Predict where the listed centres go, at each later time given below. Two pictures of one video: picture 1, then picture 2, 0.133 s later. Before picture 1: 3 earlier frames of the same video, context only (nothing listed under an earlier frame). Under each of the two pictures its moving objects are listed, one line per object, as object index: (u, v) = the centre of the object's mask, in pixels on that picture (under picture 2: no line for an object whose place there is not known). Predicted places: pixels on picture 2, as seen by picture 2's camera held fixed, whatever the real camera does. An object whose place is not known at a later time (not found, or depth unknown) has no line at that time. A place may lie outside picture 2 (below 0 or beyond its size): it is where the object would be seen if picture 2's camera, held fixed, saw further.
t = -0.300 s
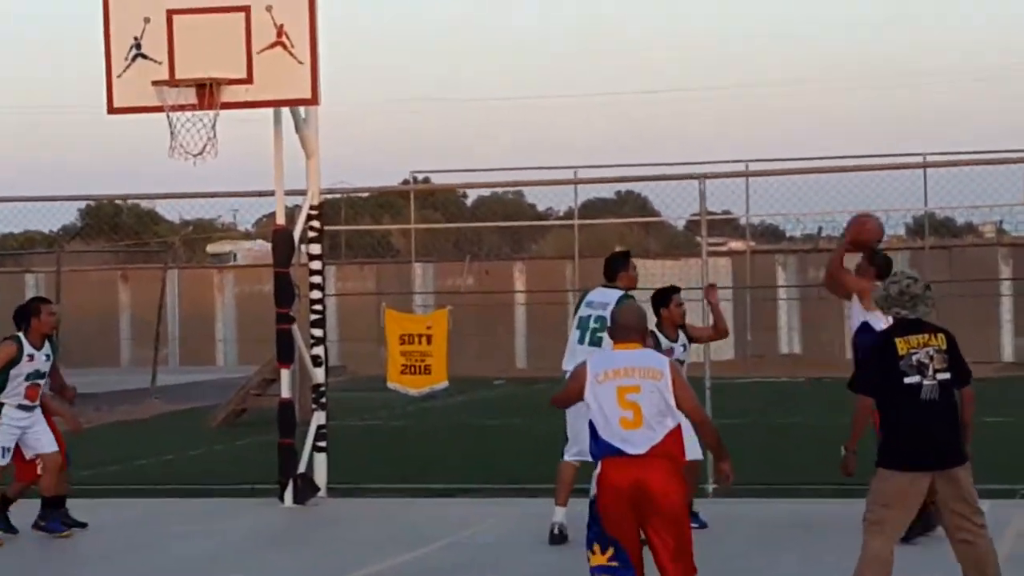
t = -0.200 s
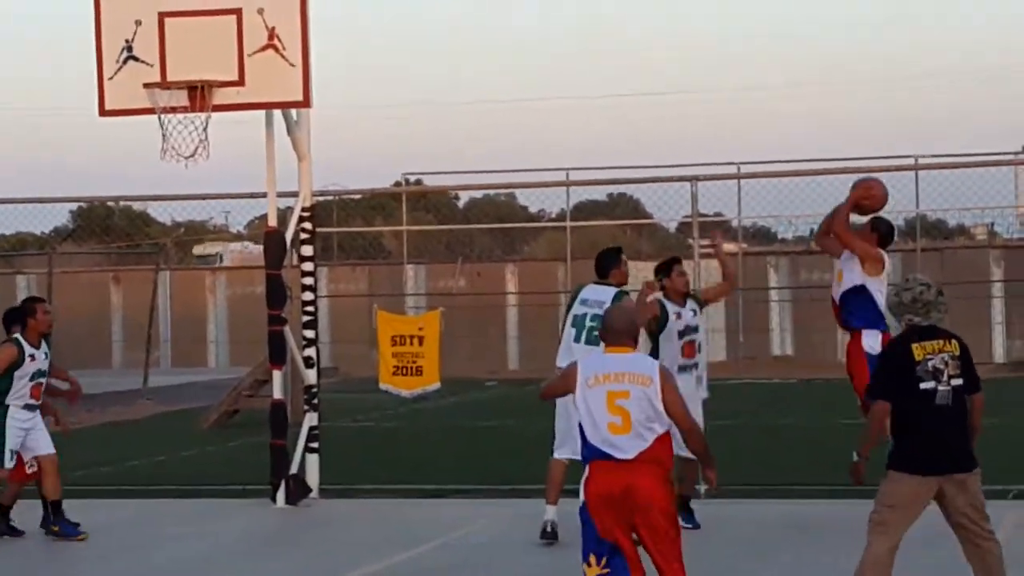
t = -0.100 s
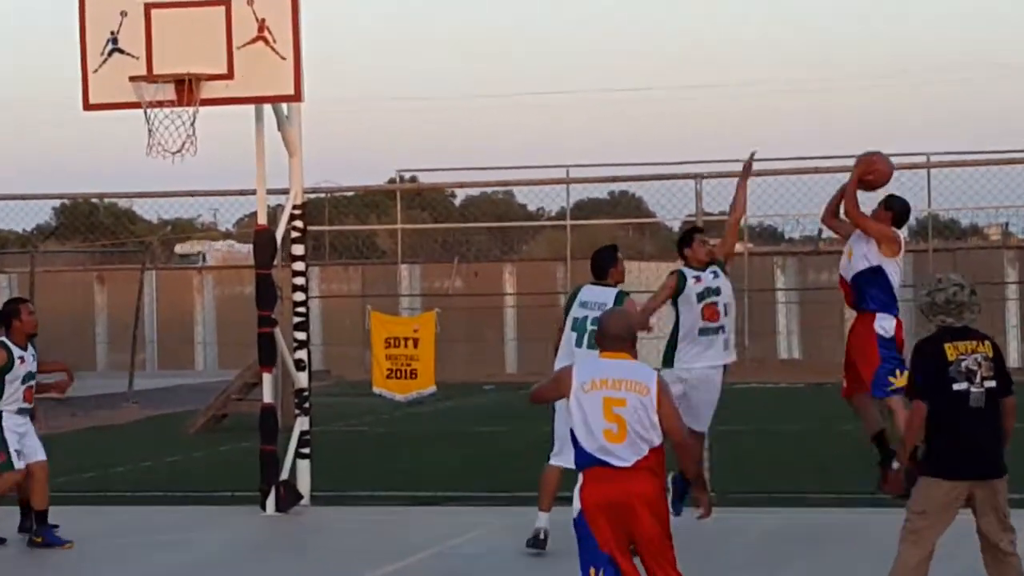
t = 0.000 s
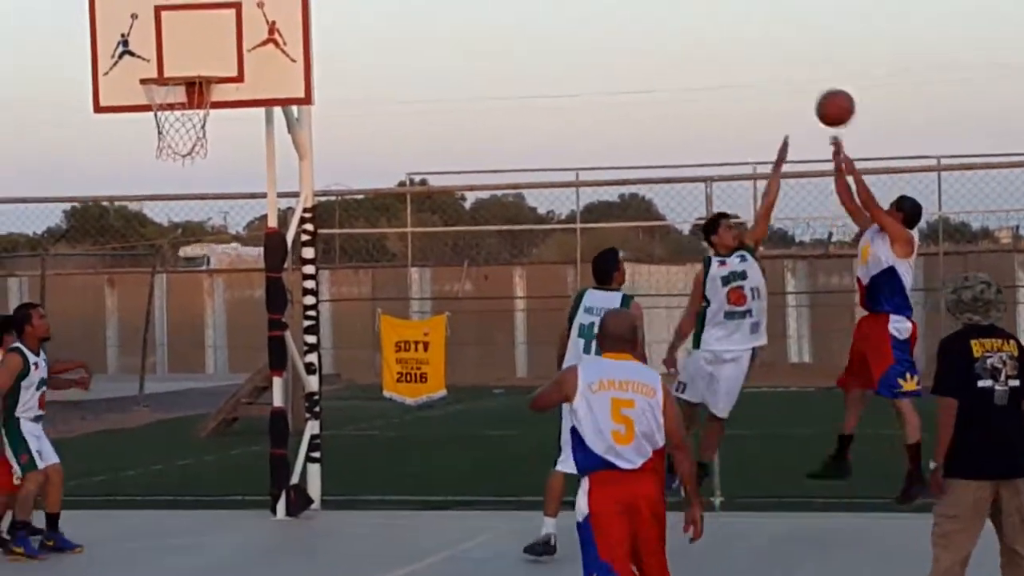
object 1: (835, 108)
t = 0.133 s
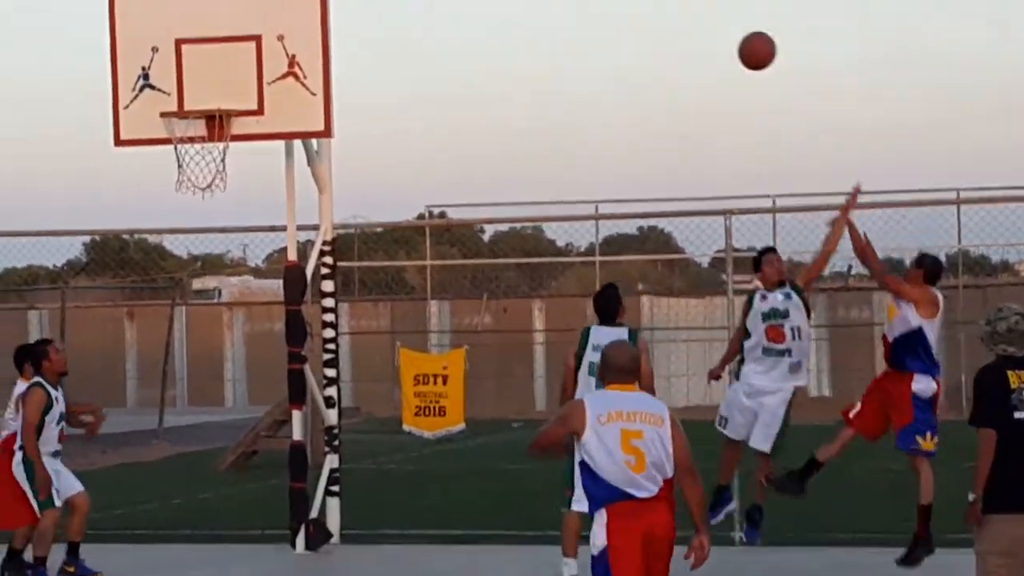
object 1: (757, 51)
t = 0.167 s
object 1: (733, 33)
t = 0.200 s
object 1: (710, 17)
